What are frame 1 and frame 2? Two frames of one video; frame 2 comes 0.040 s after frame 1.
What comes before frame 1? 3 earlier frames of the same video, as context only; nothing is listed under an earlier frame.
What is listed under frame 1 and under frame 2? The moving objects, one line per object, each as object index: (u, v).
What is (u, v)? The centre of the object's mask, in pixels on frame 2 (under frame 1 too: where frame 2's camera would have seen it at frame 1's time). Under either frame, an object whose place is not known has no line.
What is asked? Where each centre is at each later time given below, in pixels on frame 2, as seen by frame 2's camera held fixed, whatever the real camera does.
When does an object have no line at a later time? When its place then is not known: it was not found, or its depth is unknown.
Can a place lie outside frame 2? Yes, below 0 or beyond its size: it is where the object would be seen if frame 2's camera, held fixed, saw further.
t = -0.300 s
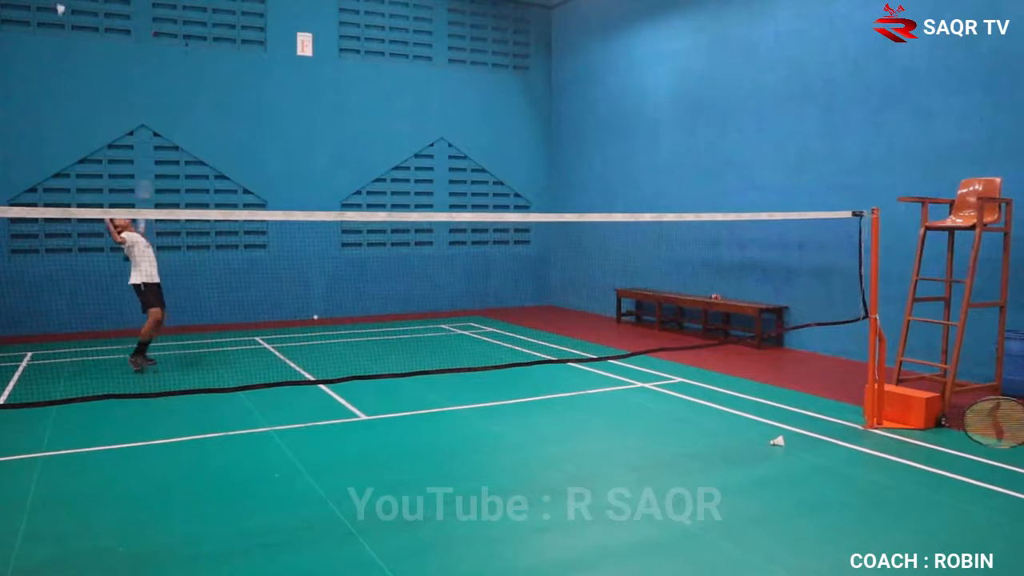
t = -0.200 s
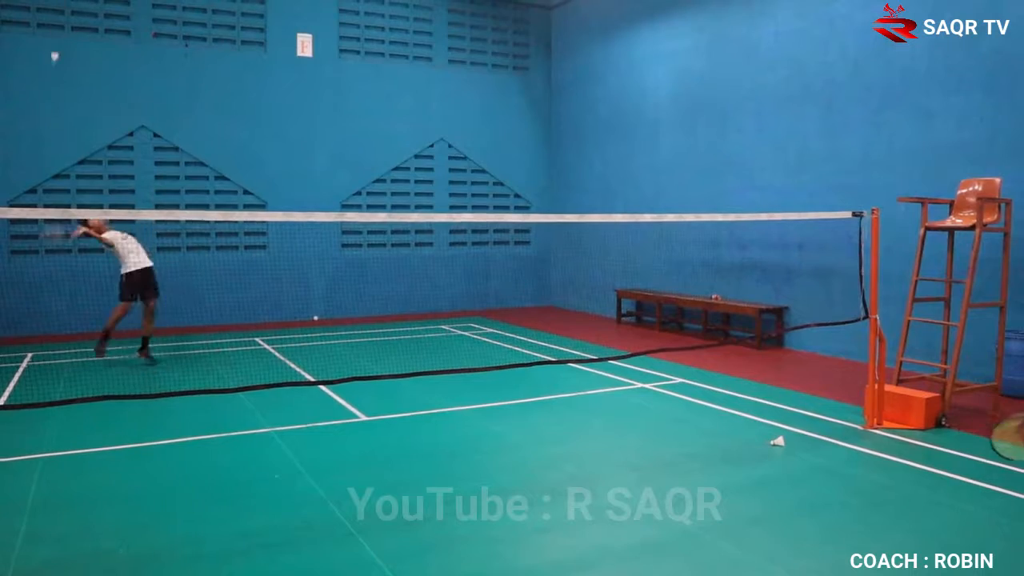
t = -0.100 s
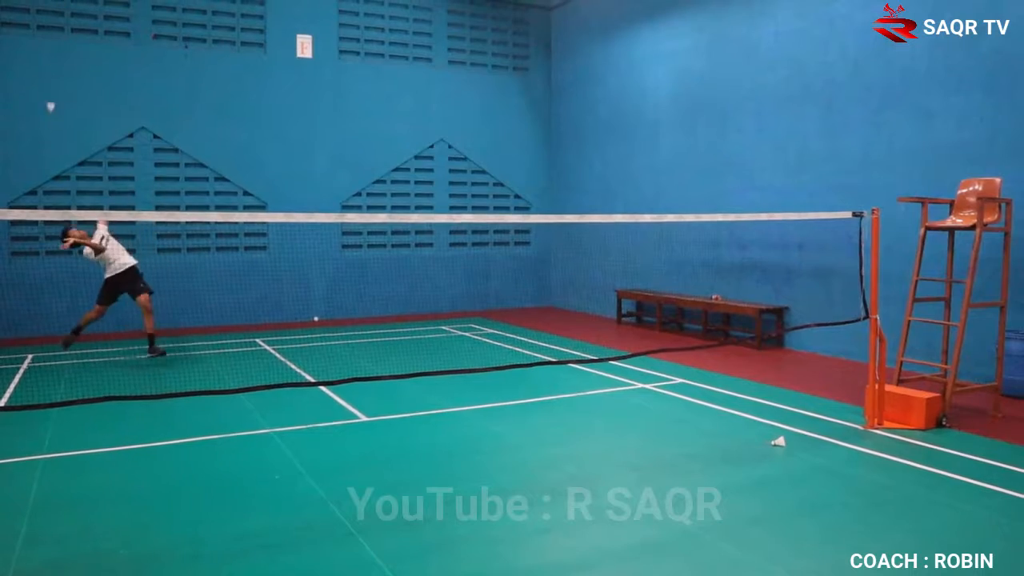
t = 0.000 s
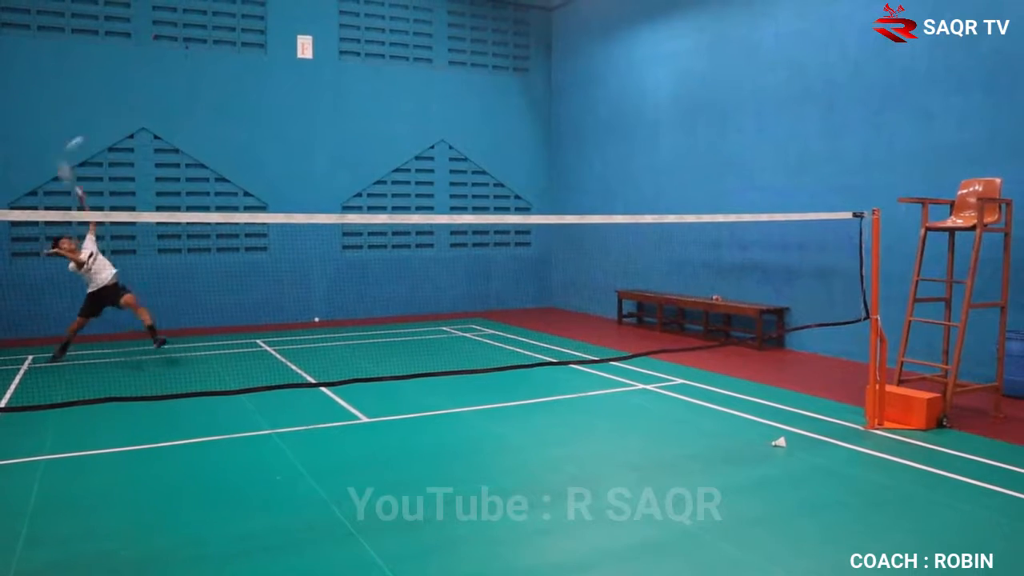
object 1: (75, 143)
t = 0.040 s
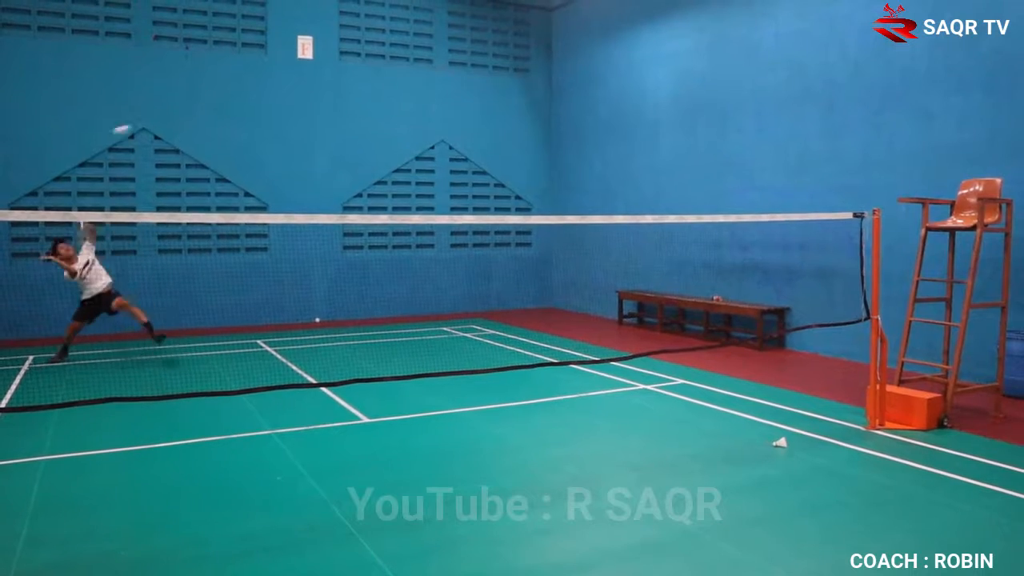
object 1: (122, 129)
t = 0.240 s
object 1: (379, 99)
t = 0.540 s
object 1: (975, 257)
